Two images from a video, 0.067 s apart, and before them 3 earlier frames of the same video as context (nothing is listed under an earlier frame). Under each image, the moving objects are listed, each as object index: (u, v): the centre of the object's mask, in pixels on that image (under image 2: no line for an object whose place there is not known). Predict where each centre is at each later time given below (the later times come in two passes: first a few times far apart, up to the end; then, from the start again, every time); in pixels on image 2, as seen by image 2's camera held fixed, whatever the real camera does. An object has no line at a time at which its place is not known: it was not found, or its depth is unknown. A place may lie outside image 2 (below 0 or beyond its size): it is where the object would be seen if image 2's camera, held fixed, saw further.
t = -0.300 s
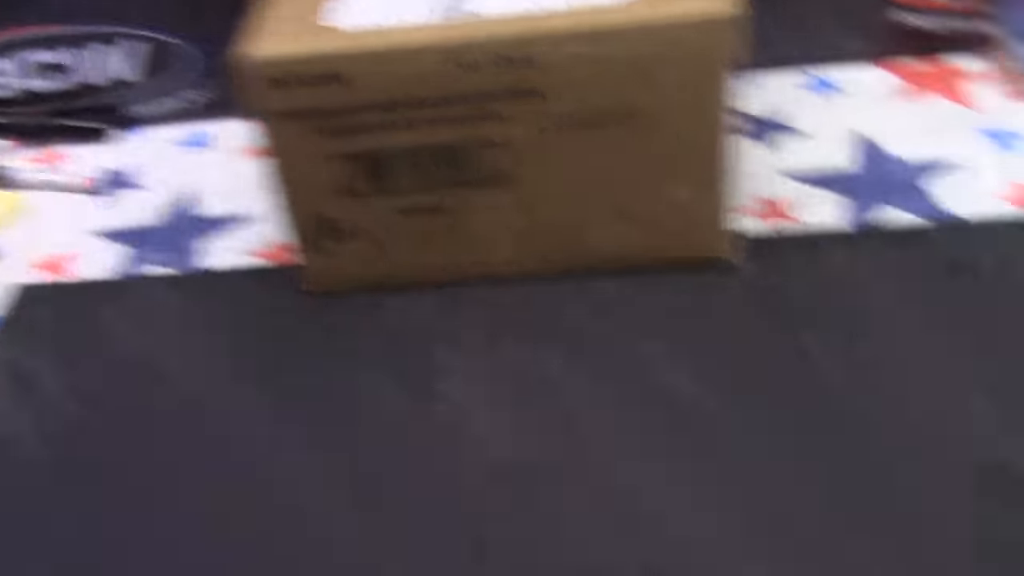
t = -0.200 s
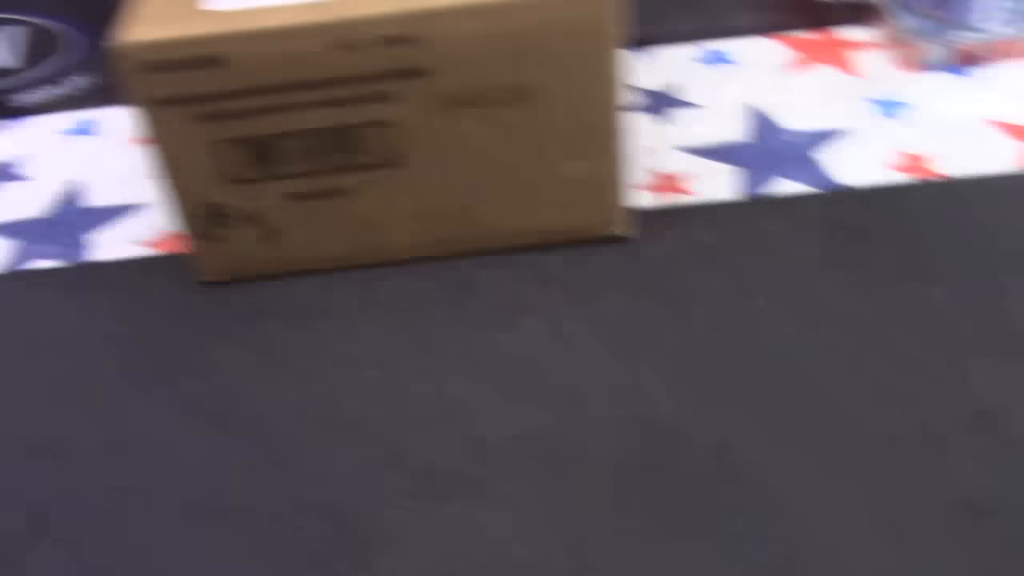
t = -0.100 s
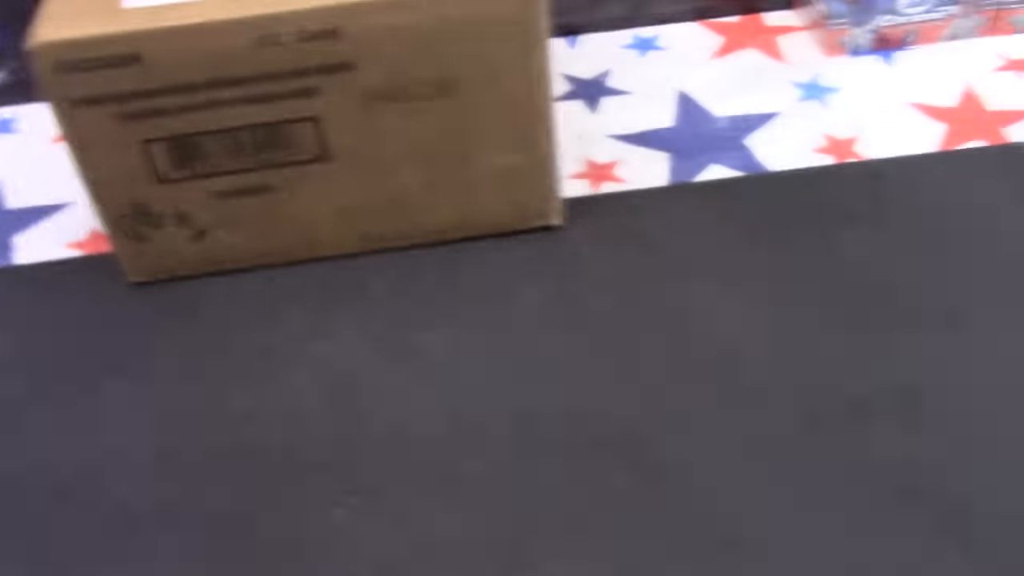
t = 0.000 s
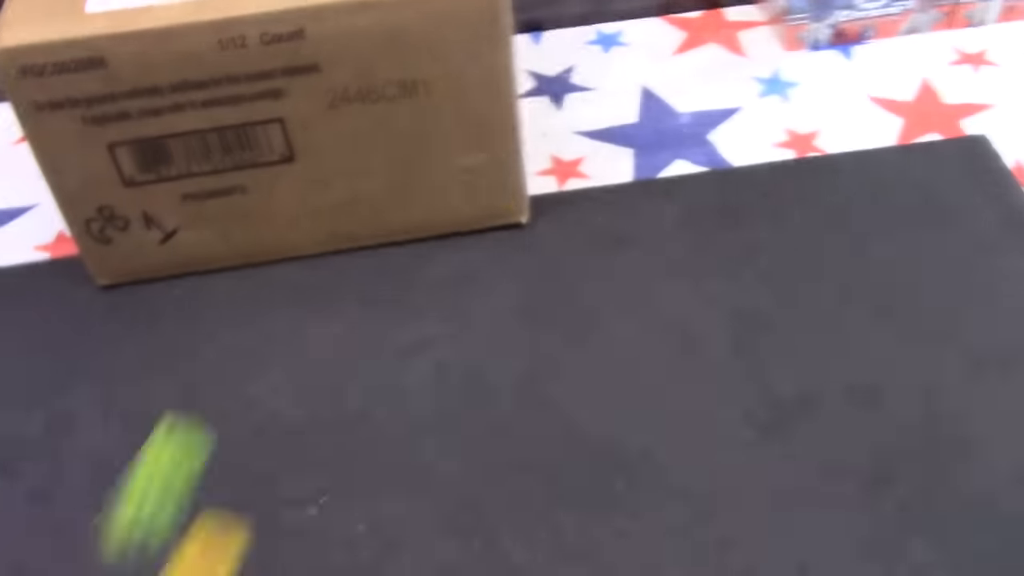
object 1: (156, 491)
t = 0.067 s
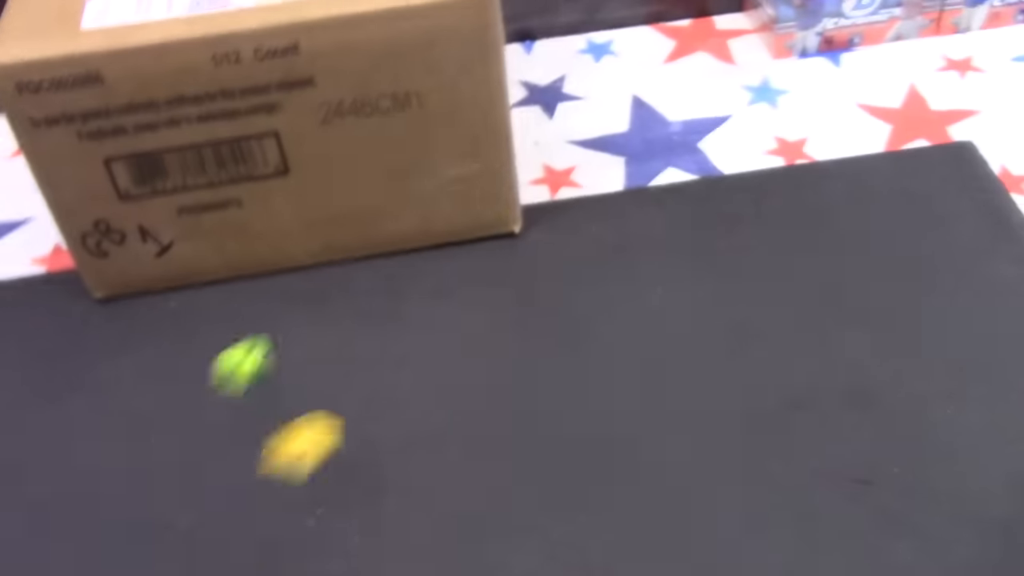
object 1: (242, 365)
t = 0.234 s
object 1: (425, 148)
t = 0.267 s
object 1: (475, 161)
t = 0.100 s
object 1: (274, 290)
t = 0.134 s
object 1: (300, 211)
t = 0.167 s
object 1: (336, 172)
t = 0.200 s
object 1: (377, 153)
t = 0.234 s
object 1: (425, 148)
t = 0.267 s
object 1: (475, 161)
